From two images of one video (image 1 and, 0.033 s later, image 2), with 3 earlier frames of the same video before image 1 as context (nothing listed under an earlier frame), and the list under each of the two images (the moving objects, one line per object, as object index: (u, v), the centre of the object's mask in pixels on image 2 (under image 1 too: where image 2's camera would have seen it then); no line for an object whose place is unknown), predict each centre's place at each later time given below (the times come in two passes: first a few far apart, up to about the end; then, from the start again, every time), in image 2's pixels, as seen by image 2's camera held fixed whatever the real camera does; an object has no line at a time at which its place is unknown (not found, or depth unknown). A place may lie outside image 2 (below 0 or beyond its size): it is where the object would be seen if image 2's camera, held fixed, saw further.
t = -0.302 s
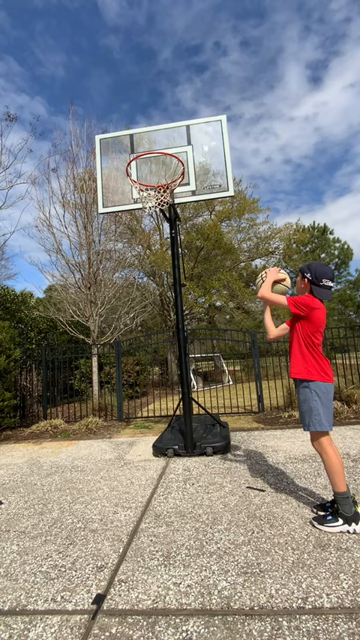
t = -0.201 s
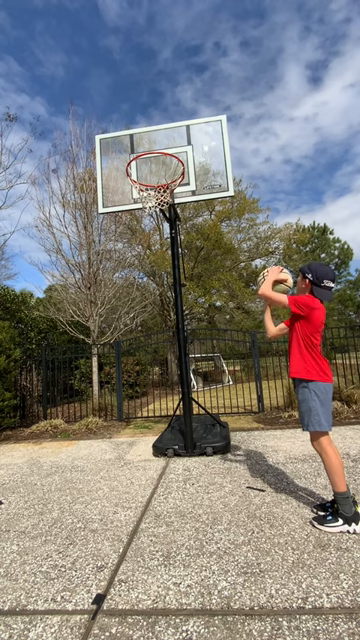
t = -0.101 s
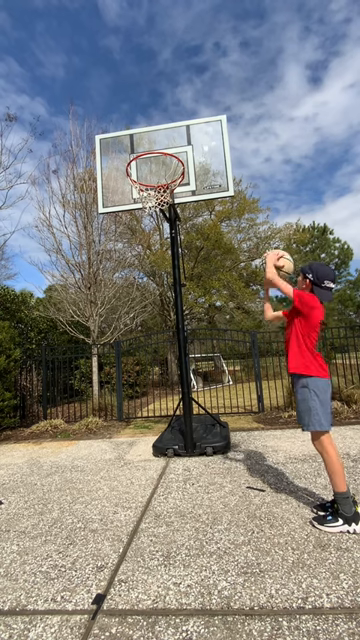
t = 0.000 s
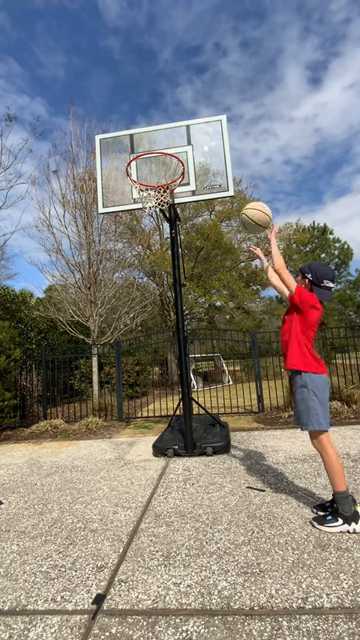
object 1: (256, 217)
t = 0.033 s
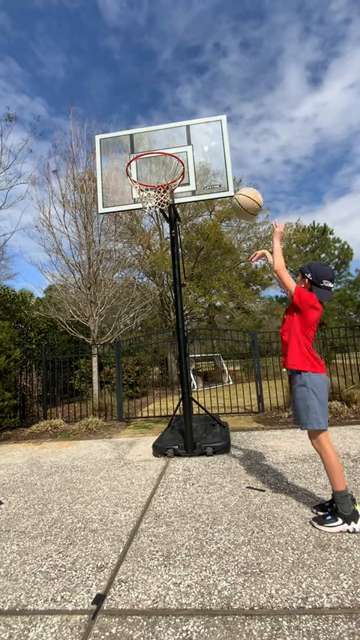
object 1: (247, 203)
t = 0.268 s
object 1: (202, 155)
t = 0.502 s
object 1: (174, 146)
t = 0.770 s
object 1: (146, 184)
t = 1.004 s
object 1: (147, 191)
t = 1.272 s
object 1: (157, 269)
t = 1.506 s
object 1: (168, 402)
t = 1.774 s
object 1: (168, 366)
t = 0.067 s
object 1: (239, 191)
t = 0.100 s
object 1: (232, 181)
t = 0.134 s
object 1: (225, 173)
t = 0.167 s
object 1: (219, 166)
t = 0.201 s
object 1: (212, 161)
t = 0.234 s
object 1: (207, 157)
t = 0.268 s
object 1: (202, 155)
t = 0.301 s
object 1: (196, 153)
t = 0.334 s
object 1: (192, 153)
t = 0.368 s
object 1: (188, 153)
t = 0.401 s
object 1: (185, 150)
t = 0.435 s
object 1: (181, 147)
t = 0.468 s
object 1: (177, 146)
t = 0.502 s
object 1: (174, 146)
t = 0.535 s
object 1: (171, 146)
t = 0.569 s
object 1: (165, 152)
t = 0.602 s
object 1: (161, 158)
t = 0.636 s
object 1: (158, 164)
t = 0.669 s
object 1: (154, 169)
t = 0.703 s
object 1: (150, 177)
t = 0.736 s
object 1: (148, 185)
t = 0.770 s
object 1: (146, 184)
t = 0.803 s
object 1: (145, 182)
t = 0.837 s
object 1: (145, 180)
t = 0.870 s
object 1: (145, 180)
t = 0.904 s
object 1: (145, 181)
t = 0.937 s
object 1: (145, 183)
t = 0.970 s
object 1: (145, 187)
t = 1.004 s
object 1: (147, 191)
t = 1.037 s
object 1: (149, 196)
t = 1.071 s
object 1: (150, 203)
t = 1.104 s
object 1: (150, 211)
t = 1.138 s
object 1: (152, 220)
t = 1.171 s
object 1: (153, 231)
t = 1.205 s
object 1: (155, 244)
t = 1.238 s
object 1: (156, 257)
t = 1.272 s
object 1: (157, 269)
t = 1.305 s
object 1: (159, 285)
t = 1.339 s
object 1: (160, 302)
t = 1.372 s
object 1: (162, 319)
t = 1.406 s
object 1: (163, 338)
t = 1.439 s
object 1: (165, 357)
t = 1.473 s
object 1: (166, 379)
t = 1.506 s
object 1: (168, 402)
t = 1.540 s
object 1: (170, 427)
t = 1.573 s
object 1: (172, 452)
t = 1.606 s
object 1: (173, 464)
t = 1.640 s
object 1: (172, 440)
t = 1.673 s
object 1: (171, 418)
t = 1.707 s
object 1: (170, 398)
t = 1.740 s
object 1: (169, 382)
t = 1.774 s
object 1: (168, 366)
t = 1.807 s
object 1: (168, 352)
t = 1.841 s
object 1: (167, 339)
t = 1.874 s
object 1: (166, 329)
